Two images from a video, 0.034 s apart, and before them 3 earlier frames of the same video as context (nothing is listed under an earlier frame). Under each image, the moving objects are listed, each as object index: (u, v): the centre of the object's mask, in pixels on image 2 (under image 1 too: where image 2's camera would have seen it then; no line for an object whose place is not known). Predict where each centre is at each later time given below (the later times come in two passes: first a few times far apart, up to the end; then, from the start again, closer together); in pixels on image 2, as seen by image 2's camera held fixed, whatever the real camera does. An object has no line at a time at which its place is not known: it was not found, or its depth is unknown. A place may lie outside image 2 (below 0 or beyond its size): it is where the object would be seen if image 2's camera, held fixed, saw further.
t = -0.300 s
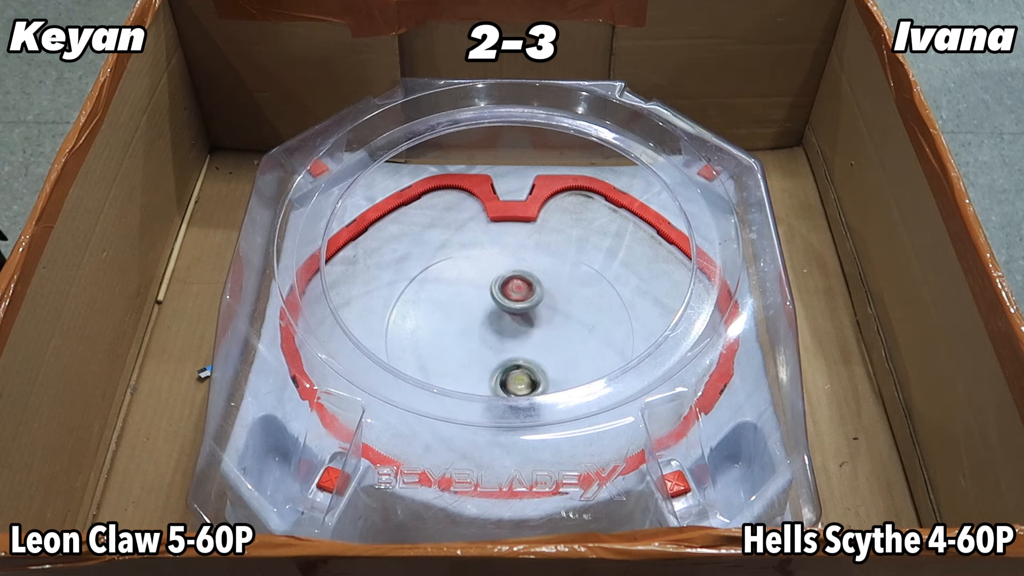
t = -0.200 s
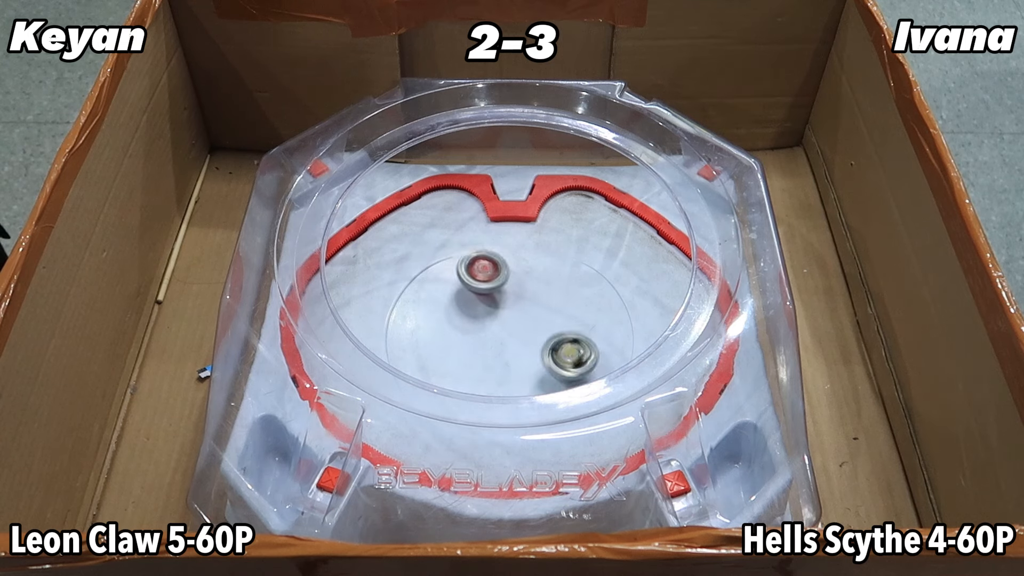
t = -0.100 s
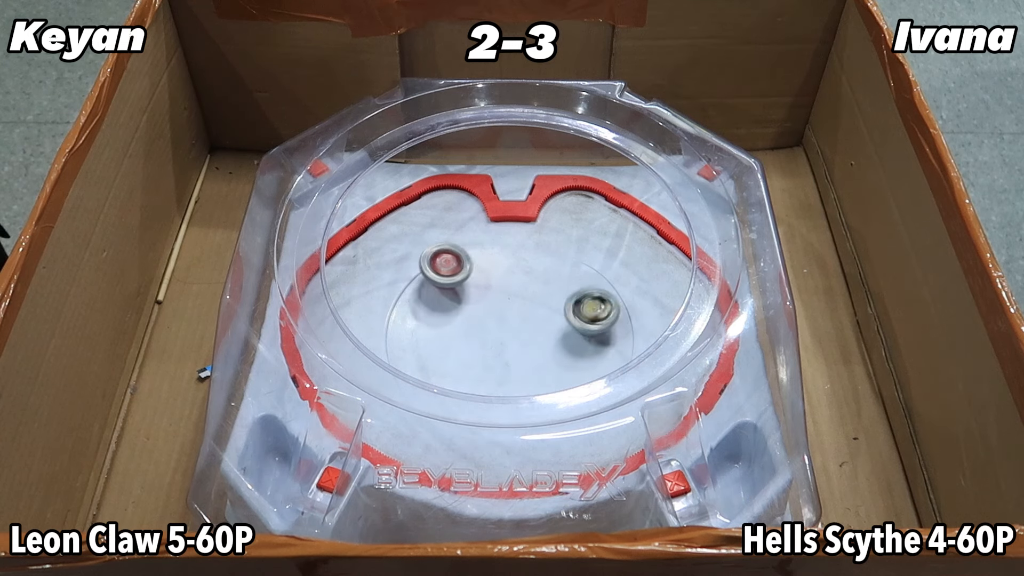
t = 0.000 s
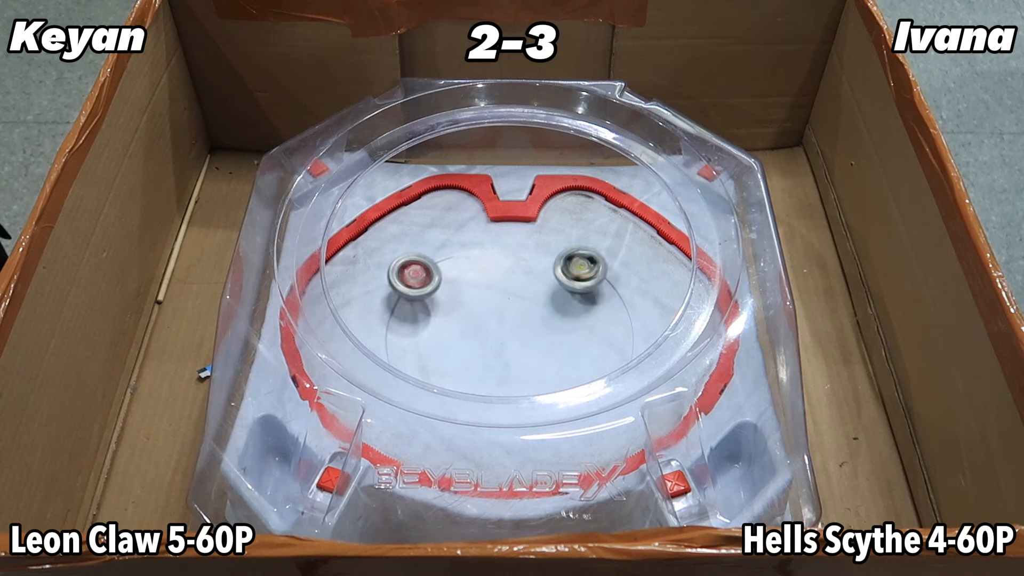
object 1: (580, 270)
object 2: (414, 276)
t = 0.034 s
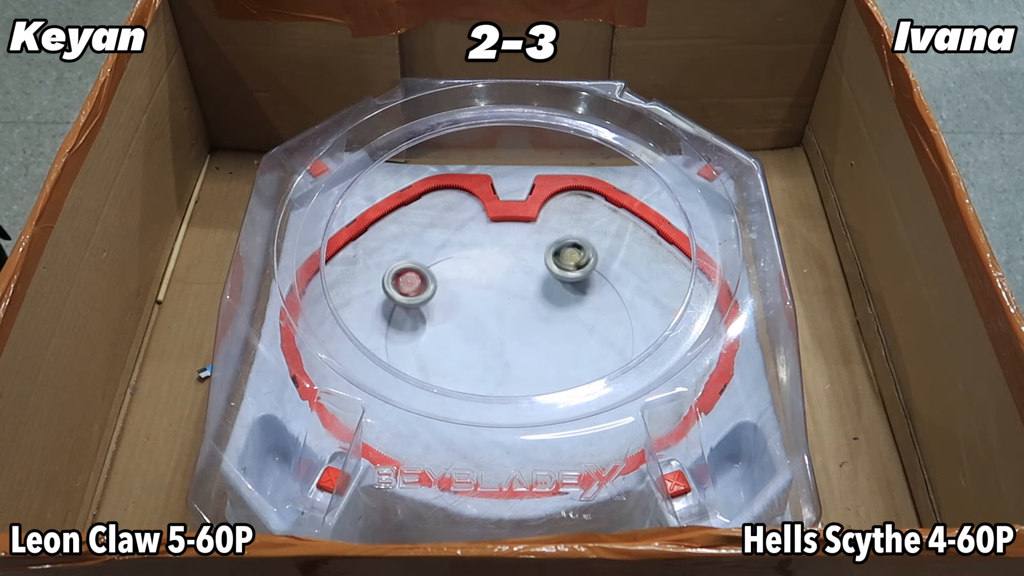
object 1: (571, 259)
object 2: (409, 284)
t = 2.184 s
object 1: (548, 254)
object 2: (405, 336)
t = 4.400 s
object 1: (541, 260)
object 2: (444, 380)
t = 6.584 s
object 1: (563, 282)
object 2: (477, 385)
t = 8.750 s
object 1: (503, 383)
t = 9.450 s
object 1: (549, 285)
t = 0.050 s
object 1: (566, 255)
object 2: (408, 289)
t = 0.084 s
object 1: (554, 248)
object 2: (408, 299)
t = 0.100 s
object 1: (547, 244)
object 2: (409, 304)
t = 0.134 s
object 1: (533, 241)
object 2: (414, 315)
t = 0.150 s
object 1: (526, 240)
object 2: (419, 321)
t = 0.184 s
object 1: (511, 240)
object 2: (430, 331)
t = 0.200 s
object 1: (504, 241)
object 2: (436, 335)
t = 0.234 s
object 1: (489, 245)
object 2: (451, 342)
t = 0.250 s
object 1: (482, 248)
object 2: (460, 345)
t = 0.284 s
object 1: (468, 256)
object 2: (477, 348)
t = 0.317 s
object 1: (457, 265)
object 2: (494, 350)
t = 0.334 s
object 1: (453, 271)
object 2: (503, 350)
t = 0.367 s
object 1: (444, 283)
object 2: (520, 348)
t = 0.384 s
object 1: (441, 290)
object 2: (528, 345)
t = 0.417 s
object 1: (437, 304)
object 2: (543, 341)
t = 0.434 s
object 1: (435, 311)
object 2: (549, 337)
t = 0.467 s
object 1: (435, 327)
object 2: (561, 331)
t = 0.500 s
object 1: (440, 342)
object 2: (572, 323)
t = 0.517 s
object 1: (443, 350)
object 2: (576, 318)
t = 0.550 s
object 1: (452, 364)
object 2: (583, 309)
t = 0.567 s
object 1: (459, 368)
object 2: (586, 304)
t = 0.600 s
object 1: (474, 377)
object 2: (591, 294)
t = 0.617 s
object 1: (483, 380)
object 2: (592, 289)
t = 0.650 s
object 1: (500, 384)
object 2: (593, 279)
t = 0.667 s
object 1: (510, 385)
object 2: (592, 273)
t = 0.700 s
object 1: (529, 385)
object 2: (589, 265)
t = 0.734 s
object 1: (546, 383)
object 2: (583, 257)
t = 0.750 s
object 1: (555, 381)
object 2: (579, 254)
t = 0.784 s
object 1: (571, 376)
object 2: (569, 251)
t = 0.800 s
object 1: (578, 373)
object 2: (564, 250)
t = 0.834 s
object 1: (591, 365)
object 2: (552, 250)
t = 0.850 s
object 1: (596, 361)
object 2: (546, 251)
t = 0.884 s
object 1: (605, 353)
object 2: (533, 255)
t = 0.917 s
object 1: (610, 343)
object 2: (520, 262)
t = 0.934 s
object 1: (611, 337)
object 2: (514, 267)
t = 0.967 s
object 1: (609, 323)
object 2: (503, 277)
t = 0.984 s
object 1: (608, 318)
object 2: (498, 282)
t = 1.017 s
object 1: (602, 306)
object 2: (490, 295)
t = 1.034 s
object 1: (599, 301)
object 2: (487, 301)
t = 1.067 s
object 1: (589, 290)
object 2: (482, 315)
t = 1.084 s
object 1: (582, 285)
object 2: (481, 321)
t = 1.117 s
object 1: (570, 277)
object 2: (480, 335)
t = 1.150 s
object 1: (555, 270)
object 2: (481, 347)
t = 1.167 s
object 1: (547, 268)
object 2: (483, 353)
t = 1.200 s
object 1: (529, 264)
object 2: (487, 364)
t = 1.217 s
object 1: (520, 263)
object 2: (490, 369)
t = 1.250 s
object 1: (501, 263)
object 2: (497, 376)
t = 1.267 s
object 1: (492, 264)
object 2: (501, 378)
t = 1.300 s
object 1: (474, 268)
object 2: (510, 382)
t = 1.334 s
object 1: (456, 274)
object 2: (520, 384)
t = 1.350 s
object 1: (449, 278)
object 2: (526, 385)
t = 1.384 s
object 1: (435, 288)
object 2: (537, 386)
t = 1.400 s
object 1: (428, 294)
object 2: (543, 386)
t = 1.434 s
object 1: (419, 306)
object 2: (554, 384)
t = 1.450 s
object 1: (415, 313)
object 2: (559, 383)
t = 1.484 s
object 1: (411, 326)
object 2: (568, 379)
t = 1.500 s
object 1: (411, 333)
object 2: (571, 377)
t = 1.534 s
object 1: (413, 348)
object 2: (578, 372)
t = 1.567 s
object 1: (420, 358)
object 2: (583, 367)
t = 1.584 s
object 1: (424, 362)
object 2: (584, 363)
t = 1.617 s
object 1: (436, 370)
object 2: (583, 354)
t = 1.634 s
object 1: (442, 373)
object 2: (581, 349)
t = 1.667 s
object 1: (453, 387)
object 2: (574, 339)
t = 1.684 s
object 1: (459, 389)
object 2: (569, 334)
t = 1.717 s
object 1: (476, 394)
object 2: (558, 324)
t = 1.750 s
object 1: (494, 396)
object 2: (546, 316)
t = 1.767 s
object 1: (503, 396)
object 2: (539, 313)
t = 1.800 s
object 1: (522, 393)
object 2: (525, 307)
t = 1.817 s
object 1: (532, 383)
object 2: (517, 305)
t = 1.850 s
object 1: (548, 378)
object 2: (503, 301)
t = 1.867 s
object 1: (556, 374)
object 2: (495, 300)
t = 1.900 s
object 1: (570, 366)
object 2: (481, 298)
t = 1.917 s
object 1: (576, 360)
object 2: (474, 297)
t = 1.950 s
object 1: (585, 347)
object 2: (461, 298)
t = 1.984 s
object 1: (589, 331)
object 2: (449, 299)
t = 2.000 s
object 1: (591, 324)
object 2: (443, 301)
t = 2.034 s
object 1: (590, 309)
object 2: (432, 304)
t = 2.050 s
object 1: (588, 301)
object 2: (427, 306)
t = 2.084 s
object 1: (582, 287)
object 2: (417, 312)
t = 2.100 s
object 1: (578, 280)
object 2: (414, 315)
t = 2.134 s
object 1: (568, 269)
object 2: (407, 323)
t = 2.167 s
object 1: (555, 259)
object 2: (404, 331)
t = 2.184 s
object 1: (548, 254)
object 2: (405, 336)
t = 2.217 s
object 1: (533, 248)
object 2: (408, 345)
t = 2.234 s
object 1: (526, 246)
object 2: (412, 349)
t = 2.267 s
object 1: (512, 244)
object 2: (422, 356)
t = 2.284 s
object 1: (505, 244)
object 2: (428, 359)
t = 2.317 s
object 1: (491, 245)
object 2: (442, 364)
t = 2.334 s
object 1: (484, 245)
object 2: (449, 365)
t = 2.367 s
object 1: (469, 250)
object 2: (465, 366)
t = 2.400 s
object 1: (457, 256)
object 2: (482, 364)
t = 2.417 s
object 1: (451, 260)
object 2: (490, 362)
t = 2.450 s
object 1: (441, 269)
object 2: (505, 356)
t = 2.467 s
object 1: (437, 274)
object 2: (512, 352)
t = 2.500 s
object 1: (430, 285)
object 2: (524, 344)
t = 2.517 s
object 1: (428, 291)
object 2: (529, 339)
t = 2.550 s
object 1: (424, 303)
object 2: (539, 329)
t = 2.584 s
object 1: (423, 317)
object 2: (546, 318)
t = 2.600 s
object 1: (424, 324)
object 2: (549, 313)
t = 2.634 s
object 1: (427, 338)
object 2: (553, 302)
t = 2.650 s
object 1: (430, 344)
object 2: (554, 297)
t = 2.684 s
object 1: (439, 358)
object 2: (555, 287)
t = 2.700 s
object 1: (445, 363)
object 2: (555, 281)
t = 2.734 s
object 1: (459, 372)
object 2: (553, 272)
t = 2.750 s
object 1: (467, 375)
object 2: (551, 267)
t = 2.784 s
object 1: (485, 380)
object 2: (547, 257)
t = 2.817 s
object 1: (503, 383)
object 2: (541, 249)
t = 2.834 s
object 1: (513, 383)
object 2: (537, 246)
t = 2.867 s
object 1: (532, 383)
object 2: (528, 242)
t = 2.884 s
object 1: (540, 381)
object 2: (523, 241)
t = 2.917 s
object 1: (558, 377)
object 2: (513, 239)
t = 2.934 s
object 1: (566, 374)
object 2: (508, 240)
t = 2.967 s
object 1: (580, 367)
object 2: (497, 244)
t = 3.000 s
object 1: (591, 360)
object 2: (488, 251)
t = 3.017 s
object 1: (596, 356)
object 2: (484, 256)
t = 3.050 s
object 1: (603, 346)
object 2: (477, 267)
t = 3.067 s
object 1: (606, 342)
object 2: (475, 273)
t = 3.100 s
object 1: (609, 328)
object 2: (472, 286)
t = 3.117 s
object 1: (609, 322)
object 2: (472, 292)
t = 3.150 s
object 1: (607, 311)
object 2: (473, 306)
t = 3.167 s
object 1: (605, 305)
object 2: (474, 312)
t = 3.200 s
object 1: (600, 294)
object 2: (479, 325)
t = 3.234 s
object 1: (592, 285)
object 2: (486, 336)
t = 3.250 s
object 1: (587, 280)
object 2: (490, 341)
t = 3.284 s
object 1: (576, 272)
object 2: (499, 350)
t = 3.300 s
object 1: (570, 269)
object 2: (504, 355)
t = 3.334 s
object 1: (557, 264)
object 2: (514, 362)
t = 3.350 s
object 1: (550, 262)
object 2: (520, 365)
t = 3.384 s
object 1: (535, 259)
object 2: (532, 369)
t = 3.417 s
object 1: (518, 258)
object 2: (543, 371)
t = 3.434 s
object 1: (510, 259)
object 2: (550, 372)
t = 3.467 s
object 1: (493, 261)
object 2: (562, 371)
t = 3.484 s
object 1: (485, 263)
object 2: (568, 370)
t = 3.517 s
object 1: (470, 270)
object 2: (579, 367)
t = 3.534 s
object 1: (462, 274)
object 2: (585, 366)
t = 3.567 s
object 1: (449, 282)
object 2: (595, 361)
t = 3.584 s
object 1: (443, 287)
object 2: (599, 358)
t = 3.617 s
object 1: (433, 299)
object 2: (606, 352)
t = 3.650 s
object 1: (426, 312)
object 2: (609, 345)
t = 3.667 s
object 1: (424, 319)
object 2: (609, 341)
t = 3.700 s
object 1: (422, 333)
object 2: (605, 332)
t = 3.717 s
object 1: (422, 340)
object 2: (602, 328)
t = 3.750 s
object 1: (426, 354)
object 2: (594, 320)
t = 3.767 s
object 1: (429, 359)
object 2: (589, 317)
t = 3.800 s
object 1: (439, 368)
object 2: (577, 311)
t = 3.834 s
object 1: (451, 375)
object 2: (563, 307)
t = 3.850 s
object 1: (458, 378)
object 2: (555, 305)
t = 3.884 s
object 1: (473, 382)
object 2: (540, 303)
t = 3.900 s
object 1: (481, 384)
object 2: (533, 303)
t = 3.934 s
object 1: (497, 386)
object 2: (518, 303)
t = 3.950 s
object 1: (505, 386)
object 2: (510, 303)
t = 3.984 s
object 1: (522, 385)
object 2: (495, 305)
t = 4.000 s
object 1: (530, 384)
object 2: (489, 306)
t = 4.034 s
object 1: (547, 379)
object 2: (475, 310)
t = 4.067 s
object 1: (561, 373)
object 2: (463, 314)
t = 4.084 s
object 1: (567, 369)
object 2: (457, 316)
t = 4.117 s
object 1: (578, 360)
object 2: (447, 321)
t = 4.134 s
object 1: (582, 354)
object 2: (442, 324)
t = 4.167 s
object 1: (587, 341)
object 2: (433, 331)
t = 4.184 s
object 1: (588, 333)
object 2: (430, 334)
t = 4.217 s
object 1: (588, 320)
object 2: (423, 342)
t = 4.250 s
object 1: (585, 306)
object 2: (420, 350)
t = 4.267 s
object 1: (582, 300)
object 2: (420, 354)
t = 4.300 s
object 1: (576, 287)
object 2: (422, 361)
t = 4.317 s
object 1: (571, 282)
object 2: (424, 364)
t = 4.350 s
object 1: (560, 272)
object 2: (429, 373)
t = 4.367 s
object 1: (554, 268)
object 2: (433, 376)
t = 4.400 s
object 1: (541, 260)
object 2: (444, 380)
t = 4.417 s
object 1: (534, 257)
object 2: (450, 382)
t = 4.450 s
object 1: (518, 253)
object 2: (465, 378)
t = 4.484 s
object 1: (502, 252)
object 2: (478, 377)
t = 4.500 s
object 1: (494, 252)
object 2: (485, 377)
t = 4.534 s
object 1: (479, 254)
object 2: (498, 373)
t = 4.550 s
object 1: (472, 257)
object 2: (505, 370)
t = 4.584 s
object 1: (459, 262)
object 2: (516, 361)
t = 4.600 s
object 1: (453, 266)
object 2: (520, 356)
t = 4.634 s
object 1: (443, 274)
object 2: (528, 346)
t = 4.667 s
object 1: (435, 283)
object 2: (534, 335)
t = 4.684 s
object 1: (432, 289)
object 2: (536, 330)
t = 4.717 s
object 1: (426, 299)
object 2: (539, 318)
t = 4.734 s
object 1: (425, 305)
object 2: (540, 313)
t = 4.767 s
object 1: (423, 317)
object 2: (541, 302)
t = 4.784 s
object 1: (424, 324)
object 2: (540, 297)
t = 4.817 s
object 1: (427, 336)
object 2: (539, 287)
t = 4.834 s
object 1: (430, 342)
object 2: (537, 282)
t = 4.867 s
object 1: (438, 354)
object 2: (534, 273)
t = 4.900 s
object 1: (449, 364)
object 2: (529, 264)
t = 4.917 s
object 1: (455, 368)
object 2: (526, 261)
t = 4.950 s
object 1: (471, 375)
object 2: (519, 254)
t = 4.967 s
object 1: (479, 377)
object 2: (515, 251)
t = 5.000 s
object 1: (495, 380)
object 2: (506, 247)
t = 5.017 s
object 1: (504, 381)
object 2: (501, 246)
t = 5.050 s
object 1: (522, 380)
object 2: (492, 245)
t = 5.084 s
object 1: (538, 378)
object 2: (483, 247)
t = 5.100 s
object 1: (547, 377)
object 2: (479, 249)
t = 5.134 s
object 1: (562, 371)
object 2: (471, 255)
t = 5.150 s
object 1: (569, 368)
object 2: (468, 259)
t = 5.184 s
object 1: (581, 360)
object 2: (464, 269)
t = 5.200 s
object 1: (587, 356)
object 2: (462, 274)
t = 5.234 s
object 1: (594, 344)
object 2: (461, 286)
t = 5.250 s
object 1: (597, 338)
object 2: (462, 293)
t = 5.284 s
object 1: (599, 325)
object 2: (465, 305)
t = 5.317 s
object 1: (598, 313)
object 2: (471, 317)
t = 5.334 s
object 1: (597, 308)
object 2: (475, 322)
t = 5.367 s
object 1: (592, 297)
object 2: (484, 332)
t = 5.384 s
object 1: (590, 292)
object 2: (489, 337)
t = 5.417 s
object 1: (582, 283)
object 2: (500, 345)
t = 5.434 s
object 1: (577, 279)
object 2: (505, 348)
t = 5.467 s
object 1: (567, 272)
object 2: (517, 353)
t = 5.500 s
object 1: (555, 267)
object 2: (529, 357)
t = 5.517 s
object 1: (549, 264)
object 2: (537, 359)
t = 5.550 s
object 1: (536, 261)
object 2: (549, 361)
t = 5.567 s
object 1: (529, 260)
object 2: (554, 361)
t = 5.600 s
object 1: (514, 260)
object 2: (566, 360)
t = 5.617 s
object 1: (507, 260)
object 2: (572, 359)
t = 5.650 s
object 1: (492, 263)
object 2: (583, 356)
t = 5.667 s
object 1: (485, 265)
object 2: (588, 354)
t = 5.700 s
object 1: (471, 271)
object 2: (598, 349)
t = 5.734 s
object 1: (459, 279)
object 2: (605, 343)
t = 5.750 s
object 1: (453, 283)
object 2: (607, 339)
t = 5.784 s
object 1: (443, 294)
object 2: (609, 331)
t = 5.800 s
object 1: (440, 299)
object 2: (608, 327)
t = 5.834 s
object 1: (434, 311)
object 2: (605, 320)
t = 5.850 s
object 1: (432, 317)
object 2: (602, 316)
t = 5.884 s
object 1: (431, 330)
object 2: (594, 310)
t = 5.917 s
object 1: (433, 343)
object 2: (583, 305)
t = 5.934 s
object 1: (435, 349)
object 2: (577, 303)
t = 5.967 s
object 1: (441, 361)
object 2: (563, 300)
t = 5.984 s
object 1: (446, 365)
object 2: (556, 300)
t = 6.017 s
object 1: (457, 373)
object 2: (542, 299)
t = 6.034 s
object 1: (463, 375)
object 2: (535, 300)
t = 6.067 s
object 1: (476, 379)
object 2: (521, 302)
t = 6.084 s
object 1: (483, 381)
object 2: (514, 303)
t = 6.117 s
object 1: (497, 383)
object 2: (501, 307)
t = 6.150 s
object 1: (511, 383)
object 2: (488, 311)
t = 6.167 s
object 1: (518, 383)
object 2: (482, 314)
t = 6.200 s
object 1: (532, 381)
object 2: (471, 319)
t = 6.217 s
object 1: (539, 380)
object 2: (466, 322)
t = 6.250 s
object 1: (551, 376)
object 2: (456, 328)
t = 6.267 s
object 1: (556, 374)
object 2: (452, 332)
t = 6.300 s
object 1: (567, 368)
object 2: (445, 339)
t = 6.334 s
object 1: (575, 361)
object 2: (439, 346)
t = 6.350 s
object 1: (579, 357)
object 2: (437, 350)
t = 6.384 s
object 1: (584, 346)
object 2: (435, 358)
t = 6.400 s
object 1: (586, 341)
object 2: (435, 362)
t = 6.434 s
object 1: (587, 329)
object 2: (437, 367)
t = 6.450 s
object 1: (587, 323)
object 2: (440, 370)
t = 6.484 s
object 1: (585, 312)
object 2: (445, 379)
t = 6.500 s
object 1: (583, 306)
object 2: (449, 382)
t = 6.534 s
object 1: (577, 296)
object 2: (459, 385)
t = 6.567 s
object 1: (569, 286)
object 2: (471, 386)
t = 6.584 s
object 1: (563, 282)
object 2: (477, 385)
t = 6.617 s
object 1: (552, 275)
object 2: (489, 379)
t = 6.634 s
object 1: (546, 271)
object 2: (495, 378)
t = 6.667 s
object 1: (533, 267)
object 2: (506, 373)
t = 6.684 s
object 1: (526, 265)
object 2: (511, 370)
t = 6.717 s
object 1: (514, 263)
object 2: (519, 360)
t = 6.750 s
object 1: (500, 262)
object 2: (525, 350)
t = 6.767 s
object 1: (493, 263)
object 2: (527, 345)
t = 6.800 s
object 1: (479, 266)
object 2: (531, 335)
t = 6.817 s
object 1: (474, 268)
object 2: (532, 329)
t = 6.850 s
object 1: (462, 273)
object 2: (534, 318)
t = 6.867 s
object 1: (457, 277)
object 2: (533, 313)
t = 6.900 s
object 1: (447, 284)
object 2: (533, 303)
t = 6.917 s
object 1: (444, 289)
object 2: (532, 298)
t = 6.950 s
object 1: (437, 298)
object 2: (529, 288)
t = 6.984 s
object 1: (432, 309)
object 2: (525, 280)
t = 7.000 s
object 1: (431, 315)
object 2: (522, 276)
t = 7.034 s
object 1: (431, 326)
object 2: (517, 268)
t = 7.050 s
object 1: (432, 331)
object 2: (514, 265)
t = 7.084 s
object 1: (435, 341)
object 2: (506, 259)
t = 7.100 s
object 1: (437, 346)
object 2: (502, 256)
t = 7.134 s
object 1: (443, 356)
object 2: (494, 253)
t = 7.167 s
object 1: (452, 364)
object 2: (485, 252)
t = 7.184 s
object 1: (458, 367)
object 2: (481, 253)
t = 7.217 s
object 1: (469, 372)
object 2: (473, 256)
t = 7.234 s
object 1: (476, 375)
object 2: (469, 258)
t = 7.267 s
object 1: (490, 377)
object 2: (464, 265)
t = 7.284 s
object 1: (497, 378)
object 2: (461, 268)
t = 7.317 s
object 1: (512, 379)
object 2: (459, 277)
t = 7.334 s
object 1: (519, 378)
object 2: (459, 282)
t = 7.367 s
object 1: (534, 376)
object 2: (460, 293)
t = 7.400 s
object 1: (547, 373)
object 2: (464, 304)
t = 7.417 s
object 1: (554, 370)
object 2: (466, 309)
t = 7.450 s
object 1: (565, 364)
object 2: (473, 318)
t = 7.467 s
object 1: (570, 359)
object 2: (478, 323)
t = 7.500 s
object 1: (578, 349)
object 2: (487, 332)
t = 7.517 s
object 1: (581, 344)
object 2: (492, 335)
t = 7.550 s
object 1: (584, 333)
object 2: (503, 341)
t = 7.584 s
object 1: (585, 322)
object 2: (515, 346)
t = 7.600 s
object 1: (585, 316)
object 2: (521, 348)
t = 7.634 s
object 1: (582, 306)
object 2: (532, 351)
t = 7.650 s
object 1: (579, 301)
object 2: (538, 352)
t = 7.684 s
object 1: (573, 291)
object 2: (550, 354)
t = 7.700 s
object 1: (570, 287)
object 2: (556, 354)
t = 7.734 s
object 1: (561, 280)
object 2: (567, 352)
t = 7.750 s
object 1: (557, 277)
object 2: (573, 351)
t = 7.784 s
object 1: (547, 272)
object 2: (583, 348)
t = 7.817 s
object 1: (537, 268)
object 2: (591, 343)
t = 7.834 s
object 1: (531, 267)
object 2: (595, 340)
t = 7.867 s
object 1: (521, 265)
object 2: (600, 334)
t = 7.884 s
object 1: (515, 265)
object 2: (601, 330)
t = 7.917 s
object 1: (504, 265)
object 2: (601, 324)
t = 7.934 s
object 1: (498, 266)
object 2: (600, 320)
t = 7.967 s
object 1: (487, 268)
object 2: (596, 314)
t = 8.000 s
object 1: (476, 272)
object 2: (589, 309)
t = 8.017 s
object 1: (472, 274)
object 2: (585, 307)
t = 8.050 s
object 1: (463, 280)
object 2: (575, 303)
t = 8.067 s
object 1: (459, 283)
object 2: (569, 302)
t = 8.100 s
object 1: (452, 291)
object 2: (557, 301)
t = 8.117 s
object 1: (448, 294)
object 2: (550, 301)
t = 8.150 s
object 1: (444, 303)
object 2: (538, 301)
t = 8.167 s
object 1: (441, 307)
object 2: (531, 302)
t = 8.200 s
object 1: (439, 316)
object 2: (518, 305)
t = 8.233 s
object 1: (439, 325)
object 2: (505, 309)
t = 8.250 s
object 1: (439, 330)
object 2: (499, 310)
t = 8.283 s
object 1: (440, 339)
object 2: (489, 315)
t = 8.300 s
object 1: (440, 345)
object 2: (485, 317)
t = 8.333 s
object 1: (437, 356)
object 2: (483, 319)
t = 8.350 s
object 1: (435, 361)
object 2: (482, 321)
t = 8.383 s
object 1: (436, 368)
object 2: (478, 325)
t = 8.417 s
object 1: (438, 373)
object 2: (476, 331)
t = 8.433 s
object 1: (434, 384)
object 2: (476, 333)
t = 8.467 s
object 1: (437, 391)
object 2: (477, 339)
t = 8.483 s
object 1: (438, 394)
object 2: (479, 341)
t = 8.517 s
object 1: (444, 401)
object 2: (484, 345)
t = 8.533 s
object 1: (450, 403)
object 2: (488, 347)
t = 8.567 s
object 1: (459, 402)
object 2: (495, 349)
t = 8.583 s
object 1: (463, 402)
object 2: (499, 349)
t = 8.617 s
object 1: (469, 402)
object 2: (507, 348)
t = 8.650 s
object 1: (477, 400)
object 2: (514, 345)
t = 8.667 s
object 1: (481, 400)
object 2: (517, 343)
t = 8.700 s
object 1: (490, 397)
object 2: (522, 338)
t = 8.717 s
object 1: (494, 394)
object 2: (524, 336)
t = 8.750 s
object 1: (503, 383)
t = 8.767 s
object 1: (509, 382)
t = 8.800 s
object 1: (518, 378)
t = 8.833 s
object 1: (525, 372)
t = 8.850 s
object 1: (529, 367)
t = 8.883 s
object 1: (534, 358)
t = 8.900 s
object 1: (537, 353)
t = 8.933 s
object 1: (541, 344)
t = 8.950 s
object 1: (543, 339)
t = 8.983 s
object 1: (550, 333)
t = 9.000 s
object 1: (552, 330)
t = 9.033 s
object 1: (558, 324)
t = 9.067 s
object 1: (565, 318)
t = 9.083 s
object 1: (568, 315)
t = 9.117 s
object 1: (572, 308)
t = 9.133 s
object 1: (573, 306)
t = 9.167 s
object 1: (576, 301)
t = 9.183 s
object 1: (576, 298)
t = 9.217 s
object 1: (576, 295)
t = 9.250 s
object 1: (575, 291)
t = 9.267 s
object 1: (573, 289)
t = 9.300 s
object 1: (573, 287)
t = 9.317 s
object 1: (571, 286)
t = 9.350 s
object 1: (567, 285)
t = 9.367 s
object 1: (564, 284)
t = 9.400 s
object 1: (559, 284)
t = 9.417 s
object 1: (556, 284)
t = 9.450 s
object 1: (549, 285)
